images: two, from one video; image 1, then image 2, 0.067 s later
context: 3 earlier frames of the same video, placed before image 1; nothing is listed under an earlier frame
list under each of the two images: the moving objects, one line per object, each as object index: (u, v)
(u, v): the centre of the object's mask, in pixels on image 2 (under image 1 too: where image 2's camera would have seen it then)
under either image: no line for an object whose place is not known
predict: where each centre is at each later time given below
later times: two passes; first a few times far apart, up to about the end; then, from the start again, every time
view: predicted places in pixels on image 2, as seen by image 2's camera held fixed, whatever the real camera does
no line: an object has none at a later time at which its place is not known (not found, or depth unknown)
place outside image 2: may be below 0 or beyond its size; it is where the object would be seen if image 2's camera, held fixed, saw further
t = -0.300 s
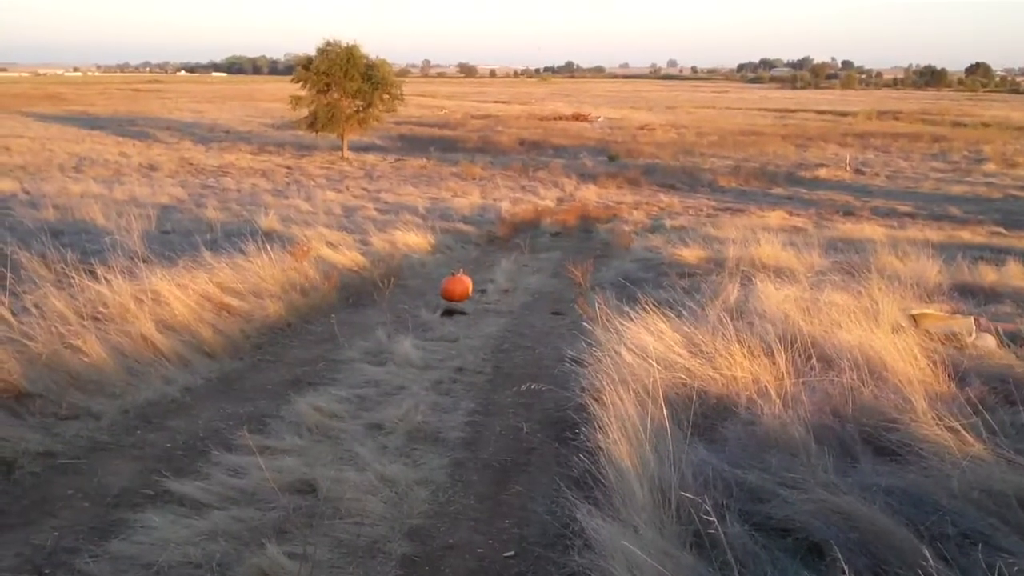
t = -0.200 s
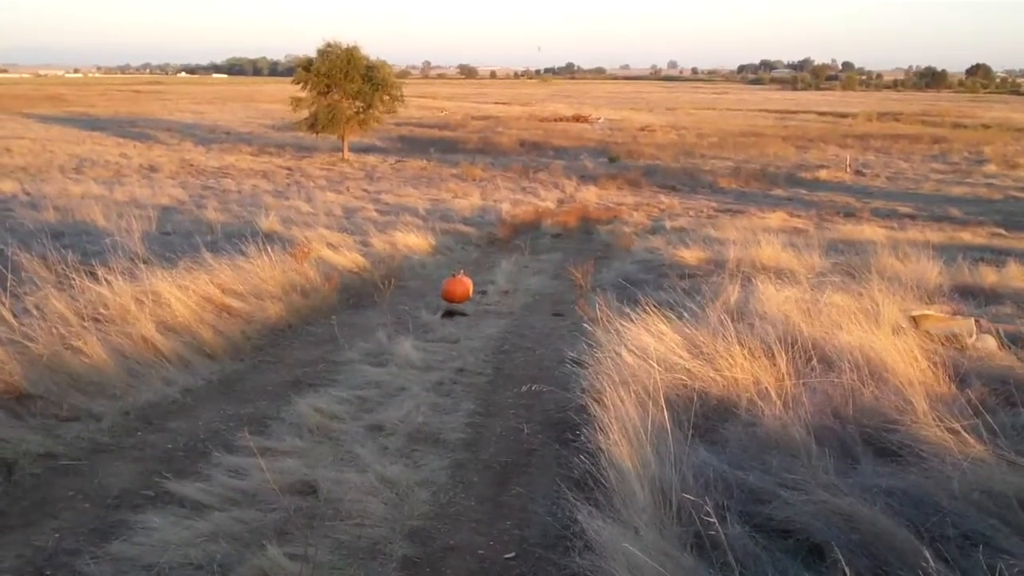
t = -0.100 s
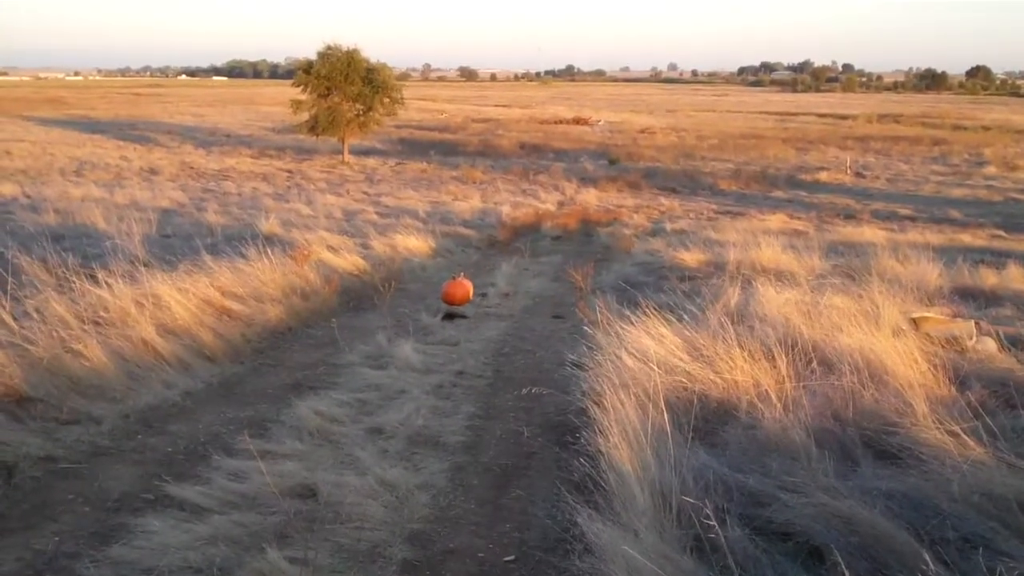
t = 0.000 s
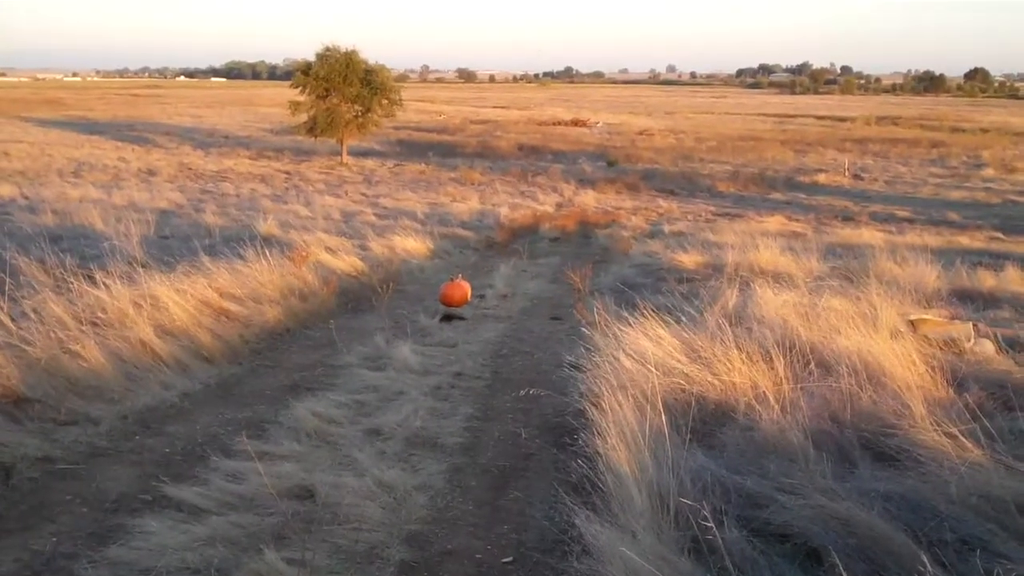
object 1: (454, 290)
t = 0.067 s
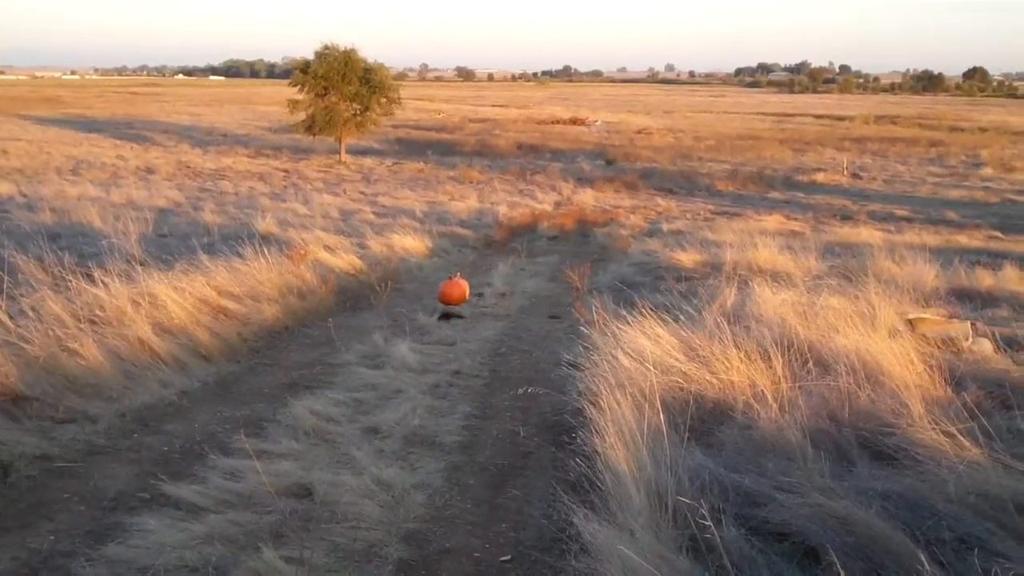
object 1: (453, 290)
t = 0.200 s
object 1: (454, 290)
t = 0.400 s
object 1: (456, 290)
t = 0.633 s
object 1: (463, 291)
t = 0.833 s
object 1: (473, 297)
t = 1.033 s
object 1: (491, 303)
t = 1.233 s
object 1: (503, 304)
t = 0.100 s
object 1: (453, 290)
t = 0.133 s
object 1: (453, 290)
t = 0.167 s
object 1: (453, 290)
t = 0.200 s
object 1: (454, 290)
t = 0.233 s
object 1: (453, 290)
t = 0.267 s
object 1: (455, 290)
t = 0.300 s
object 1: (454, 291)
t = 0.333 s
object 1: (455, 291)
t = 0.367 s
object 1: (456, 290)
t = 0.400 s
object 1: (456, 290)
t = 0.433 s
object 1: (457, 290)
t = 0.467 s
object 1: (458, 288)
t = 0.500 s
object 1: (459, 290)
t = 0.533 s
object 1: (460, 290)
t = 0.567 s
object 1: (461, 290)
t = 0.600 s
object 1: (462, 290)
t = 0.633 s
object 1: (463, 291)
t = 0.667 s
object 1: (464, 291)
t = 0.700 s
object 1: (465, 292)
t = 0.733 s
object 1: (467, 293)
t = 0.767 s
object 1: (469, 293)
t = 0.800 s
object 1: (471, 295)
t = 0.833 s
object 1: (473, 297)
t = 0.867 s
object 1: (476, 299)
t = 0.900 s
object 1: (479, 301)
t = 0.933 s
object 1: (482, 303)
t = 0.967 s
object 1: (485, 303)
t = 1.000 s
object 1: (488, 304)
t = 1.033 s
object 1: (491, 303)
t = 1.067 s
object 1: (494, 302)
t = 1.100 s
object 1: (496, 303)
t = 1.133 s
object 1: (498, 304)
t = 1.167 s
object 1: (500, 304)
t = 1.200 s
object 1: (502, 304)
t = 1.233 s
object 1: (503, 304)
